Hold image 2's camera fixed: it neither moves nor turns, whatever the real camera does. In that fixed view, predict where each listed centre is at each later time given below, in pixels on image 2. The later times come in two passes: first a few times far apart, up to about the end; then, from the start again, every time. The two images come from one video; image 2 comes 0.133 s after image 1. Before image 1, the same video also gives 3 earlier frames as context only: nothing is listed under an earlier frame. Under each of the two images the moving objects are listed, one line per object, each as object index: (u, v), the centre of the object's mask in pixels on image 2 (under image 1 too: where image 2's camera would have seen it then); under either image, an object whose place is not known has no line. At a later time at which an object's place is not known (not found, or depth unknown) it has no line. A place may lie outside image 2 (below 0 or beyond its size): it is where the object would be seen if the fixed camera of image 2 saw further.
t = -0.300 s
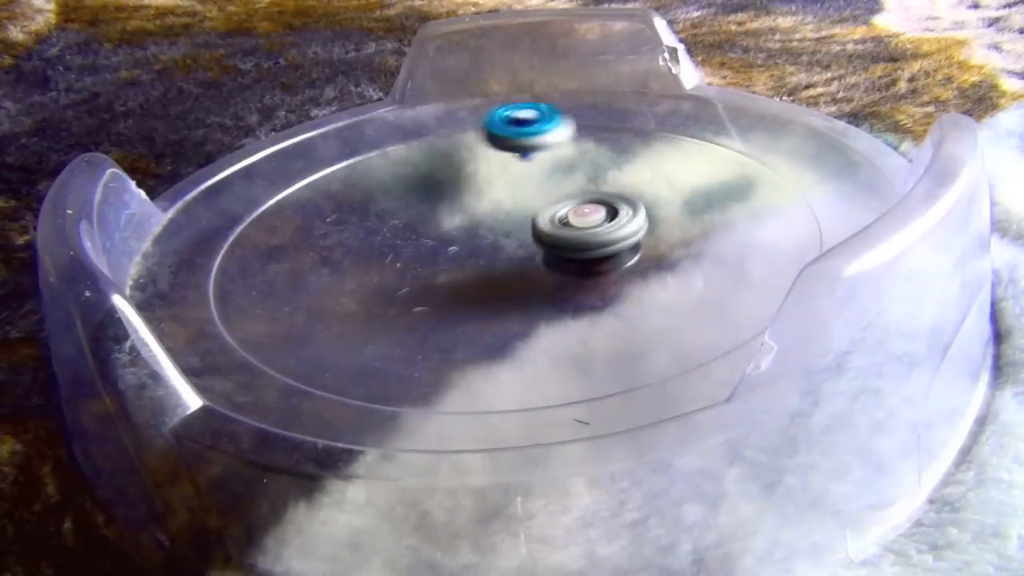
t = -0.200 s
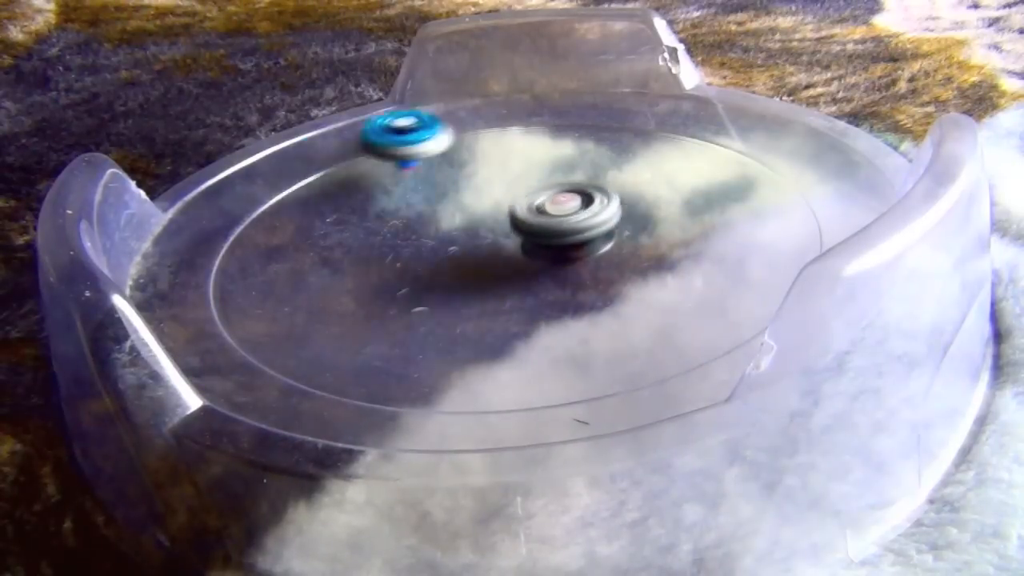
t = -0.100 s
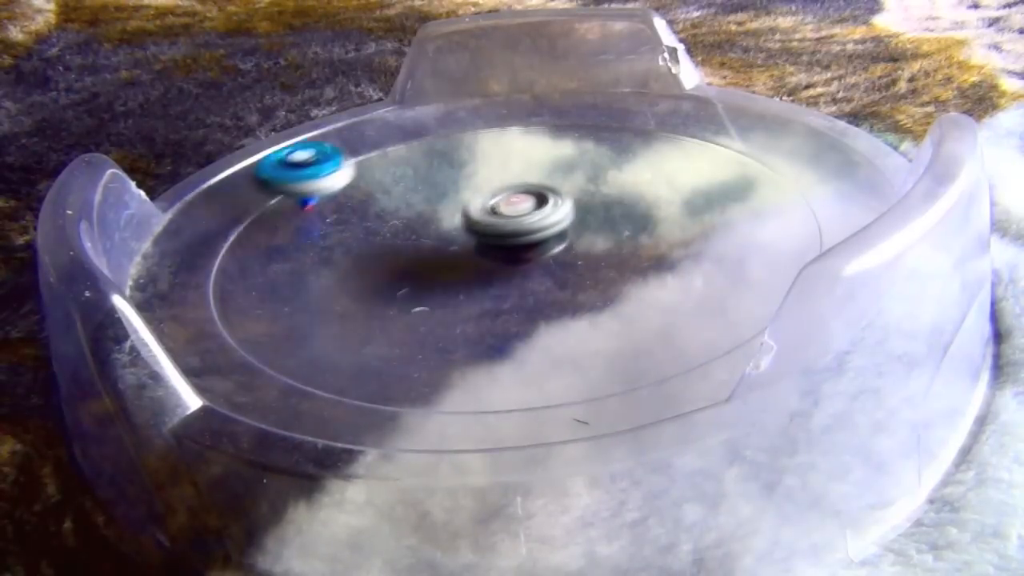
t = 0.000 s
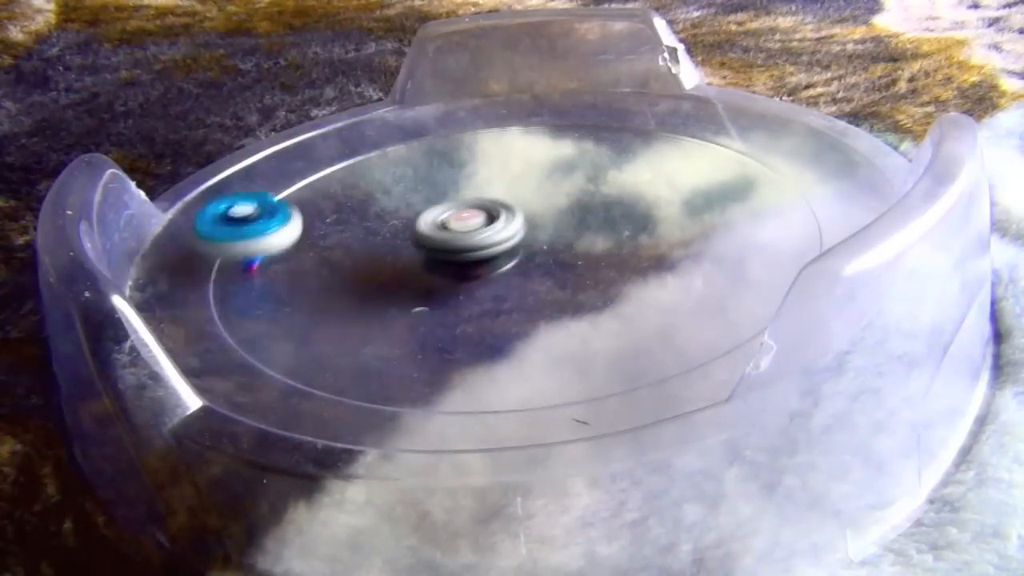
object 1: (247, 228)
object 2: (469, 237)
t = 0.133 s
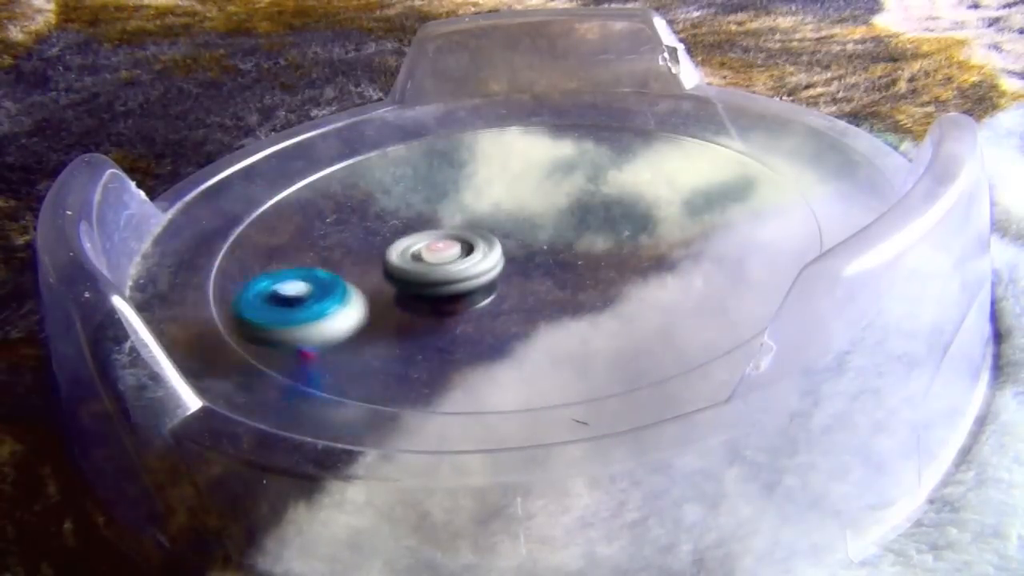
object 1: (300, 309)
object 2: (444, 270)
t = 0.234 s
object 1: (451, 335)
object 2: (473, 273)
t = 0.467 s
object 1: (768, 227)
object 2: (541, 256)
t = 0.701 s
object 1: (621, 129)
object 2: (448, 233)
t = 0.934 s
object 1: (332, 185)
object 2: (389, 269)
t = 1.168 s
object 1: (295, 330)
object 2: (481, 273)
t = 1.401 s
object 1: (659, 313)
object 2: (499, 221)
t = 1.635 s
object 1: (668, 182)
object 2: (420, 225)
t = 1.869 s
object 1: (393, 166)
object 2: (468, 251)
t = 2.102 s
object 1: (223, 277)
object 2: (515, 224)
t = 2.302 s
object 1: (464, 342)
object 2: (471, 223)
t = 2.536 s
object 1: (657, 220)
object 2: (509, 249)
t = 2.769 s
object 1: (452, 148)
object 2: (553, 219)
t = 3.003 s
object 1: (245, 218)
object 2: (461, 225)
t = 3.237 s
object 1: (420, 323)
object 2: (484, 268)
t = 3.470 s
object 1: (709, 302)
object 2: (543, 219)
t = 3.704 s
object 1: (710, 181)
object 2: (454, 226)
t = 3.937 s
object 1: (441, 165)
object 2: (468, 260)
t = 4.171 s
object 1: (227, 254)
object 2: (536, 240)
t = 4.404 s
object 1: (431, 350)
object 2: (486, 234)
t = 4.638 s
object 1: (647, 249)
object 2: (482, 251)
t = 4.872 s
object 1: (492, 164)
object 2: (498, 248)
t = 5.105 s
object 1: (272, 197)
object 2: (488, 246)
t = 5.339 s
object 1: (317, 304)
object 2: (484, 246)
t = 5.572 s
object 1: (615, 263)
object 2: (486, 245)
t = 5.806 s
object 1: (578, 151)
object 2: (484, 245)
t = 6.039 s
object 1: (368, 166)
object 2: (485, 245)
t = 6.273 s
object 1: (368, 288)
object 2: (488, 244)
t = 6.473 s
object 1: (620, 281)
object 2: (490, 244)
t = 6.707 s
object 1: (659, 168)
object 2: (490, 243)
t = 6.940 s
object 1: (444, 174)
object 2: (490, 243)
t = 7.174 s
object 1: (351, 285)
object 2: (490, 244)
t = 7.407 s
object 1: (600, 309)
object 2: (493, 246)
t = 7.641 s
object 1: (652, 206)
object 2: (491, 246)
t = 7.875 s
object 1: (428, 192)
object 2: (491, 246)
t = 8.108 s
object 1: (288, 276)
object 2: (491, 246)
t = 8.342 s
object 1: (494, 325)
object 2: (491, 245)
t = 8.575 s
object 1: (608, 224)
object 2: (486, 245)
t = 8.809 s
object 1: (431, 171)
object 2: (487, 245)
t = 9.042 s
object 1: (280, 239)
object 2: (488, 244)
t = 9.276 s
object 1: (483, 305)
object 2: (492, 237)
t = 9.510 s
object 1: (625, 205)
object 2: (491, 243)
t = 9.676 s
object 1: (535, 153)
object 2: (490, 244)
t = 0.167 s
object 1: (342, 324)
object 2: (449, 276)
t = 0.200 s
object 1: (393, 333)
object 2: (462, 276)
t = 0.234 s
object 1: (451, 335)
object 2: (473, 273)
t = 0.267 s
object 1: (512, 332)
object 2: (480, 275)
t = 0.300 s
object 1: (579, 327)
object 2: (495, 282)
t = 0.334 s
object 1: (638, 314)
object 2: (514, 282)
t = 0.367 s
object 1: (687, 294)
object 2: (526, 277)
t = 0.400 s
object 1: (727, 273)
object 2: (536, 270)
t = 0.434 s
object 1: (754, 250)
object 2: (541, 262)
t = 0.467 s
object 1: (768, 227)
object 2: (541, 256)
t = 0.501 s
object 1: (772, 204)
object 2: (535, 250)
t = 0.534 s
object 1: (765, 184)
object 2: (527, 244)
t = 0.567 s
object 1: (748, 167)
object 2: (515, 238)
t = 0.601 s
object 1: (723, 152)
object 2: (499, 234)
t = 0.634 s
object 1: (693, 140)
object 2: (483, 232)
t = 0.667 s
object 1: (659, 133)
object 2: (465, 231)
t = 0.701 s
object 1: (621, 129)
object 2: (448, 233)
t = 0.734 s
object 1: (579, 128)
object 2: (431, 235)
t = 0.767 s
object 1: (535, 129)
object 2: (417, 238)
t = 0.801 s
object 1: (490, 134)
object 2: (405, 244)
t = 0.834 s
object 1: (447, 144)
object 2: (395, 250)
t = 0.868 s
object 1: (406, 154)
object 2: (390, 256)
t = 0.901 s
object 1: (368, 168)
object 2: (388, 263)
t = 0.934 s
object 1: (332, 185)
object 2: (389, 269)
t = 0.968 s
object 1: (301, 205)
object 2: (394, 274)
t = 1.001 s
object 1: (277, 225)
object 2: (404, 278)
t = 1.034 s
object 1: (260, 247)
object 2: (416, 280)
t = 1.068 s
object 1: (254, 269)
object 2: (432, 281)
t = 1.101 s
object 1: (257, 291)
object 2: (448, 280)
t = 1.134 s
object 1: (271, 311)
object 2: (465, 277)
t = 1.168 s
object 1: (295, 330)
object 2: (481, 273)
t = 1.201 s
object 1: (331, 345)
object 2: (494, 267)
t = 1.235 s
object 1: (383, 356)
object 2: (506, 259)
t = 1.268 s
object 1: (446, 358)
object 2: (513, 252)
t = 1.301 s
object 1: (510, 354)
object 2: (515, 244)
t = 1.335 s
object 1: (566, 345)
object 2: (513, 236)
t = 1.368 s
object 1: (617, 331)
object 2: (508, 228)
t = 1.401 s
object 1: (659, 313)
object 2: (499, 221)
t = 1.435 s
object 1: (692, 293)
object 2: (486, 216)
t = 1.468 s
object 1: (714, 272)
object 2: (472, 212)
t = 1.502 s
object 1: (724, 251)
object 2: (457, 212)
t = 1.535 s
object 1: (723, 230)
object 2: (444, 213)
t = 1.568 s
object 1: (714, 211)
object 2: (432, 216)
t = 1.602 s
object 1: (695, 196)
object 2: (425, 220)
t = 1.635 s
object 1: (668, 182)
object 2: (420, 225)
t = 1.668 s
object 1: (631, 171)
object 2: (419, 231)
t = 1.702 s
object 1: (597, 164)
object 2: (420, 236)
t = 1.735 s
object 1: (562, 159)
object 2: (425, 241)
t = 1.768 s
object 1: (519, 156)
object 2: (432, 246)
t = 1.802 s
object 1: (473, 157)
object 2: (441, 249)
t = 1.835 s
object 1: (433, 162)
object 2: (454, 250)
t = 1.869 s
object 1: (393, 166)
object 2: (468, 251)
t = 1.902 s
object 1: (351, 176)
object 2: (481, 249)
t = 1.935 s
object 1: (314, 186)
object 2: (494, 247)
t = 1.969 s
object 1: (280, 199)
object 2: (502, 243)
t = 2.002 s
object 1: (251, 212)
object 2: (509, 238)
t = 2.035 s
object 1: (225, 230)
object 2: (513, 233)
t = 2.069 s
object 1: (215, 250)
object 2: (515, 228)
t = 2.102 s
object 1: (223, 277)
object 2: (515, 224)
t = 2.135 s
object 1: (243, 300)
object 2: (510, 221)
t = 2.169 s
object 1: (273, 321)
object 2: (502, 220)
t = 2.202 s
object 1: (314, 337)
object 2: (493, 218)
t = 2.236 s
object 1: (361, 346)
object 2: (484, 218)
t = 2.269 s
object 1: (413, 348)
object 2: (477, 220)
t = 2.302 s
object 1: (464, 342)
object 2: (471, 223)
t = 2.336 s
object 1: (519, 332)
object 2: (466, 227)
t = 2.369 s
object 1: (569, 318)
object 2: (465, 232)
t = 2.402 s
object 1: (610, 300)
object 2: (467, 237)
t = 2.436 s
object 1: (640, 280)
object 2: (474, 242)
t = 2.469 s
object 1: (656, 259)
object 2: (483, 246)
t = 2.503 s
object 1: (661, 238)
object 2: (496, 247)
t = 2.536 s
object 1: (657, 220)
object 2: (509, 249)
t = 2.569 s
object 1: (643, 202)
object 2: (523, 247)
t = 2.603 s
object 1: (621, 185)
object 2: (535, 245)
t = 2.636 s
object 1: (594, 172)
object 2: (545, 241)
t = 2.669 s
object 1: (565, 162)
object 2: (550, 236)
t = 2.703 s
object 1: (530, 155)
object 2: (554, 229)
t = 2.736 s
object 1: (490, 150)
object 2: (555, 224)
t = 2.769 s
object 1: (452, 148)
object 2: (553, 219)
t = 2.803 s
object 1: (416, 150)
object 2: (547, 215)
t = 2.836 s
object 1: (379, 155)
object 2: (536, 212)
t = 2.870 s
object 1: (343, 163)
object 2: (522, 211)
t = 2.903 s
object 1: (310, 173)
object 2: (506, 211)
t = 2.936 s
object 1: (284, 186)
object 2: (489, 213)
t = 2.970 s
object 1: (263, 200)
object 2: (474, 218)
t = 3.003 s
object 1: (245, 218)
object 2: (461, 225)
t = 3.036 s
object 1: (237, 237)
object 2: (452, 233)
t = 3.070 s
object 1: (240, 257)
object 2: (447, 242)
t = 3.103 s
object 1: (256, 275)
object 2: (446, 252)
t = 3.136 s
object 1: (280, 293)
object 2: (449, 260)
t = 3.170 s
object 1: (317, 308)
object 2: (455, 267)
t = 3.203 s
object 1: (365, 318)
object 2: (466, 271)
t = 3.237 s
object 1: (420, 323)
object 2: (484, 268)
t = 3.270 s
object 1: (452, 335)
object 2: (504, 266)
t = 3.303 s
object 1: (485, 348)
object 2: (527, 261)
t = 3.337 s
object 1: (527, 352)
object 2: (543, 254)
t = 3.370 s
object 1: (574, 348)
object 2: (552, 244)
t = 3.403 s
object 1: (624, 336)
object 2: (554, 234)
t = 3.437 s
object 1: (672, 320)
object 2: (551, 226)
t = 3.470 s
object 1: (709, 302)
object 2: (543, 219)
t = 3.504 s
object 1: (735, 282)
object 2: (531, 215)
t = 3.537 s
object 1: (751, 263)
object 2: (517, 213)
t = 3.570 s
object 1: (762, 243)
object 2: (502, 213)
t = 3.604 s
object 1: (760, 225)
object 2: (486, 214)
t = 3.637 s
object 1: (750, 208)
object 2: (473, 217)
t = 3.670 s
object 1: (733, 193)
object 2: (462, 221)
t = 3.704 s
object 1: (710, 181)
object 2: (454, 226)
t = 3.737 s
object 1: (677, 170)
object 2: (448, 231)
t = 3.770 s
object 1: (638, 163)
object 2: (444, 236)
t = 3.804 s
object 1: (603, 158)
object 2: (443, 242)
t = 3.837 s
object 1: (567, 157)
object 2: (445, 248)
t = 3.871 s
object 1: (527, 156)
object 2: (451, 253)
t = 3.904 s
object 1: (481, 159)
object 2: (459, 257)
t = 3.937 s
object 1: (441, 165)
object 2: (468, 260)
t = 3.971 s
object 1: (403, 172)
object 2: (479, 262)
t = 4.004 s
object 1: (364, 183)
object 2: (491, 262)
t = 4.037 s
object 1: (329, 193)
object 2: (507, 260)
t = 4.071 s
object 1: (298, 206)
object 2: (520, 257)
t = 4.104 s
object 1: (268, 221)
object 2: (529, 252)
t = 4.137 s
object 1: (245, 237)
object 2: (535, 246)
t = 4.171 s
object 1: (227, 254)
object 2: (536, 240)
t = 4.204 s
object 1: (218, 271)
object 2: (532, 235)
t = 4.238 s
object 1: (240, 295)
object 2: (525, 230)
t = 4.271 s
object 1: (263, 316)
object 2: (516, 229)
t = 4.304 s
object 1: (295, 333)
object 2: (508, 228)
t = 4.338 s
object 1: (338, 345)
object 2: (500, 229)
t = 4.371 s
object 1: (384, 352)
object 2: (493, 231)
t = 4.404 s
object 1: (431, 350)
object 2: (486, 234)
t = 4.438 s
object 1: (477, 344)
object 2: (481, 237)
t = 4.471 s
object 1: (525, 334)
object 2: (477, 240)
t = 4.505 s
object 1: (567, 321)
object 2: (474, 244)
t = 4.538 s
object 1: (604, 304)
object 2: (474, 247)
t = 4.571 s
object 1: (629, 286)
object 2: (476, 249)
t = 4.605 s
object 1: (643, 267)
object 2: (479, 250)
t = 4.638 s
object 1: (647, 249)
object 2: (482, 251)
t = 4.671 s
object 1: (645, 233)
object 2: (485, 252)
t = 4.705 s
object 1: (631, 216)
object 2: (489, 252)
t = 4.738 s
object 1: (612, 201)
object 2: (492, 251)
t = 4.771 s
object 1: (588, 189)
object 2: (494, 250)
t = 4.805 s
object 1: (559, 178)
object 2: (496, 249)
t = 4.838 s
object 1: (528, 170)
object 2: (498, 249)
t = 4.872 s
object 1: (492, 164)
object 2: (498, 248)
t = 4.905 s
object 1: (457, 161)
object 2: (497, 248)
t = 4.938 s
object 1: (424, 161)
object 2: (497, 247)
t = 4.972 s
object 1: (389, 163)
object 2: (495, 247)
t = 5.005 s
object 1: (355, 168)
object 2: (494, 246)
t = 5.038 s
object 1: (323, 176)
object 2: (491, 246)
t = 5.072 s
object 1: (294, 185)
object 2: (489, 246)
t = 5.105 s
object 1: (272, 197)
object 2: (488, 246)
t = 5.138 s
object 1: (252, 211)
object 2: (488, 246)
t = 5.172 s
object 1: (239, 227)
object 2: (487, 245)
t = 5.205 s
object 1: (235, 243)
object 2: (487, 245)
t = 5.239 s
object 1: (239, 261)
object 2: (486, 245)
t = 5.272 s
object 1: (257, 276)
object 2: (485, 246)
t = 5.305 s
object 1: (281, 292)
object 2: (484, 246)
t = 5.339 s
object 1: (317, 304)
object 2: (484, 246)
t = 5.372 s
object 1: (360, 314)
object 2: (484, 246)
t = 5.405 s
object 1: (411, 317)
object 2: (485, 246)
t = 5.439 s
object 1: (462, 317)
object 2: (486, 242)
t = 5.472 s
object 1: (509, 309)
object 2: (485, 240)
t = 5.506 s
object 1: (552, 297)
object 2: (484, 242)
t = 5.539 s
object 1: (589, 281)
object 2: (487, 245)
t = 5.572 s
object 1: (615, 263)
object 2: (486, 245)
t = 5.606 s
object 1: (632, 244)
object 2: (485, 245)
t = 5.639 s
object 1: (642, 228)
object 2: (484, 246)
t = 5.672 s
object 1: (641, 209)
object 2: (484, 245)
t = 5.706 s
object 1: (633, 191)
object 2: (483, 245)
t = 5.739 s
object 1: (619, 175)
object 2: (483, 245)
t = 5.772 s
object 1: (600, 162)
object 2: (484, 245)
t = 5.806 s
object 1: (578, 151)
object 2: (484, 245)
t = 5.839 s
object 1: (551, 144)
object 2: (485, 245)
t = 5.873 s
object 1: (520, 139)
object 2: (486, 245)
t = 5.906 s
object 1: (487, 137)
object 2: (486, 244)
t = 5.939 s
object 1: (455, 140)
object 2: (486, 244)
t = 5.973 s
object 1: (425, 145)
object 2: (486, 245)
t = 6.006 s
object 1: (394, 154)
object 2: (486, 245)
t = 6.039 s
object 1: (368, 166)
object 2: (485, 245)
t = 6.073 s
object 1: (345, 180)
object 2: (486, 245)
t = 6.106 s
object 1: (328, 198)
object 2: (487, 245)
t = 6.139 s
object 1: (318, 217)
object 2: (488, 244)
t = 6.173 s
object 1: (316, 236)
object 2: (488, 244)
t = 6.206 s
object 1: (325, 255)
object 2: (488, 245)
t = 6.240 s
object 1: (341, 272)
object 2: (489, 244)
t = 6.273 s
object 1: (368, 288)
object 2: (488, 244)
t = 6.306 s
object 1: (402, 300)
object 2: (489, 243)
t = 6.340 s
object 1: (444, 307)
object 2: (491, 240)
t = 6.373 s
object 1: (489, 309)
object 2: (488, 238)
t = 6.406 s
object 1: (535, 303)
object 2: (486, 240)
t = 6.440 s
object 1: (580, 294)
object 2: (490, 244)
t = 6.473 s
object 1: (620, 281)
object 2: (490, 244)
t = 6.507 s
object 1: (651, 265)
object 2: (490, 244)
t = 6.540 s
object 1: (675, 247)
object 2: (490, 244)
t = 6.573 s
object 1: (689, 229)
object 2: (490, 243)
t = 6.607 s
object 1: (694, 211)
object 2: (489, 243)
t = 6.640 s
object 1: (691, 195)
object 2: (489, 243)
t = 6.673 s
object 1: (679, 181)
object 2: (490, 243)
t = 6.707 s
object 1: (659, 168)
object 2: (490, 243)
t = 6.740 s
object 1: (633, 159)
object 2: (490, 243)
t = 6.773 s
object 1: (607, 154)
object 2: (491, 243)
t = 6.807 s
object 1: (577, 153)
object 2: (490, 243)
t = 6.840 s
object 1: (545, 153)
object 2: (490, 244)
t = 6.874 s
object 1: (509, 157)
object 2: (490, 244)
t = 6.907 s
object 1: (474, 165)
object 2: (490, 243)
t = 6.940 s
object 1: (444, 174)
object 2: (490, 243)
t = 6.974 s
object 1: (415, 186)
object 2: (490, 243)
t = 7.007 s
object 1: (391, 200)
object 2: (490, 243)
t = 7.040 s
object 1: (369, 216)
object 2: (490, 244)
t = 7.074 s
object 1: (354, 233)
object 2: (490, 244)
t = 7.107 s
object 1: (346, 250)
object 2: (489, 244)
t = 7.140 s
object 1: (345, 268)
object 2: (490, 244)
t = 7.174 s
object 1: (351, 285)
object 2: (490, 244)
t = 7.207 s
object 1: (367, 301)
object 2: (490, 245)
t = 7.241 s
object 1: (393, 314)
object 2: (492, 245)
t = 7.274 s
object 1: (428, 323)
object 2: (492, 245)
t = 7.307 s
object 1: (468, 327)
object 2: (493, 245)
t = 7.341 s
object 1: (512, 326)
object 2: (493, 246)
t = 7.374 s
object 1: (558, 319)
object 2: (493, 246)
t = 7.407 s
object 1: (600, 309)
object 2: (493, 246)
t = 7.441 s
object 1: (637, 295)
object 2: (493, 246)
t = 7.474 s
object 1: (663, 279)
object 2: (493, 246)
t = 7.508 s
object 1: (679, 262)
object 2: (493, 246)
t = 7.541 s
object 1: (685, 246)
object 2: (493, 246)
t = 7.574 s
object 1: (681, 231)
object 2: (492, 245)
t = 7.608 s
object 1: (671, 217)
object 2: (492, 246)
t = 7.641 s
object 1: (652, 206)
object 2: (491, 246)
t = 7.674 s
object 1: (628, 198)
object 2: (492, 246)
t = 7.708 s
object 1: (599, 191)
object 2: (491, 246)
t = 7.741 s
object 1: (567, 186)
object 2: (491, 246)
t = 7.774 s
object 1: (535, 183)
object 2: (492, 246)
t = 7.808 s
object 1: (497, 183)
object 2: (492, 246)
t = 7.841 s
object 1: (462, 185)
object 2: (491, 246)
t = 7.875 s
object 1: (428, 192)
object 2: (491, 246)
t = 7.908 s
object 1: (399, 199)
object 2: (491, 246)
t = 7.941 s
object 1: (366, 209)
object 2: (491, 246)
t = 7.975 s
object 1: (339, 219)
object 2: (491, 246)
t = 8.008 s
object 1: (315, 232)
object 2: (491, 246)
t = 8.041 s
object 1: (297, 246)
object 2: (491, 246)
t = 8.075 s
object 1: (286, 262)
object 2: (491, 246)
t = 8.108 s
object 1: (288, 276)
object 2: (491, 246)
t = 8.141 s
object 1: (292, 293)
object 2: (491, 246)
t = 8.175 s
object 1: (306, 308)
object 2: (491, 246)
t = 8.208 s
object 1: (331, 319)
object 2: (491, 246)
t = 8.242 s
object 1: (365, 328)
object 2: (491, 246)
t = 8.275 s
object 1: (406, 332)
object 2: (491, 246)
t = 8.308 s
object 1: (451, 331)
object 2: (491, 246)
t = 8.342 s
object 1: (494, 325)
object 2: (491, 245)
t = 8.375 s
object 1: (537, 315)
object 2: (491, 245)
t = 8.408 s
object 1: (569, 302)
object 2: (491, 245)
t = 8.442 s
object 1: (595, 287)
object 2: (491, 245)
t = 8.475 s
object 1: (611, 270)
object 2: (490, 245)
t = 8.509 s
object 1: (618, 254)
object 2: (488, 244)
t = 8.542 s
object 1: (616, 238)
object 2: (485, 244)
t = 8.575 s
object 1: (608, 224)
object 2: (486, 245)
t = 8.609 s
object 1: (594, 210)
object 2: (486, 244)
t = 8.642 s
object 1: (574, 198)
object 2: (486, 245)
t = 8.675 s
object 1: (550, 188)
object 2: (486, 245)
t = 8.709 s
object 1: (522, 180)
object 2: (487, 245)
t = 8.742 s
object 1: (492, 174)
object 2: (486, 244)
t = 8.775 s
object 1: (460, 171)
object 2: (486, 244)
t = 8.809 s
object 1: (431, 171)
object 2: (487, 245)
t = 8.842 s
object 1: (400, 173)
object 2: (486, 244)
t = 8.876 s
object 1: (370, 178)
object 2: (486, 245)
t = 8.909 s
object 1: (342, 186)
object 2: (486, 245)
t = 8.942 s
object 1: (318, 196)
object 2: (486, 245)
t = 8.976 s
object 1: (298, 209)
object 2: (486, 244)
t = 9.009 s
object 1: (285, 223)
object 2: (487, 244)
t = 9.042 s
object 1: (280, 239)
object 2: (488, 244)
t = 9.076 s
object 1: (285, 256)
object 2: (488, 244)
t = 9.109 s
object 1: (303, 271)
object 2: (489, 244)
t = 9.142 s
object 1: (324, 286)
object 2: (489, 244)
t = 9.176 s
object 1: (357, 298)
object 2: (489, 244)
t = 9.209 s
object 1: (396, 304)
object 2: (489, 243)
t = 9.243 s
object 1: (439, 306)
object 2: (492, 240)
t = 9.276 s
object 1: (483, 305)
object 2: (492, 237)
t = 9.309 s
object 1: (525, 296)
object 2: (488, 236)
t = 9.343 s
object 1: (561, 284)
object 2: (487, 240)
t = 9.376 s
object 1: (588, 269)
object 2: (489, 243)
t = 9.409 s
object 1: (609, 253)
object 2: (490, 244)
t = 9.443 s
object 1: (622, 238)
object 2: (489, 243)
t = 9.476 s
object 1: (627, 221)
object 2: (490, 244)
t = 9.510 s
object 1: (625, 205)
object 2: (491, 243)
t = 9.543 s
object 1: (616, 190)
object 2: (491, 244)
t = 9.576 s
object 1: (602, 177)
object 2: (490, 243)
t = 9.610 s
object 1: (584, 166)
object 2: (490, 244)
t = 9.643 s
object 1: (561, 158)
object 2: (490, 243)
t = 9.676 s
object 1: (535, 153)
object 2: (490, 244)
